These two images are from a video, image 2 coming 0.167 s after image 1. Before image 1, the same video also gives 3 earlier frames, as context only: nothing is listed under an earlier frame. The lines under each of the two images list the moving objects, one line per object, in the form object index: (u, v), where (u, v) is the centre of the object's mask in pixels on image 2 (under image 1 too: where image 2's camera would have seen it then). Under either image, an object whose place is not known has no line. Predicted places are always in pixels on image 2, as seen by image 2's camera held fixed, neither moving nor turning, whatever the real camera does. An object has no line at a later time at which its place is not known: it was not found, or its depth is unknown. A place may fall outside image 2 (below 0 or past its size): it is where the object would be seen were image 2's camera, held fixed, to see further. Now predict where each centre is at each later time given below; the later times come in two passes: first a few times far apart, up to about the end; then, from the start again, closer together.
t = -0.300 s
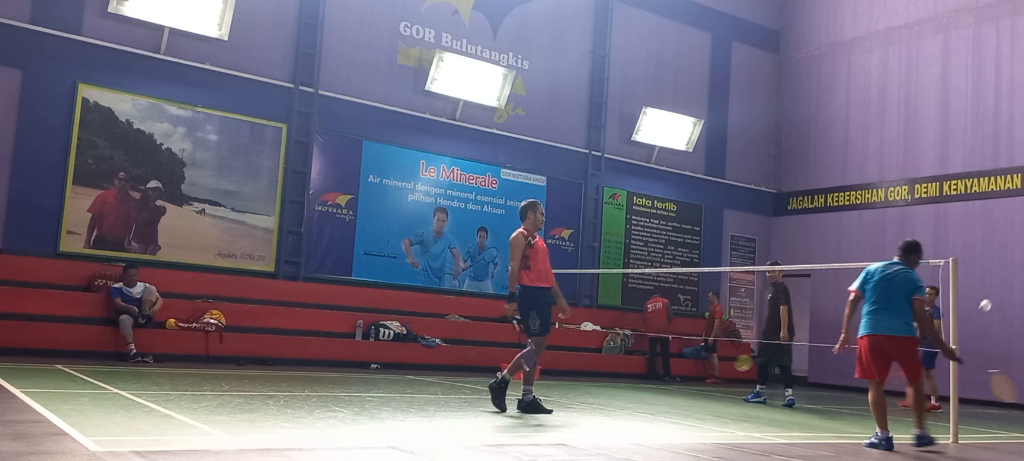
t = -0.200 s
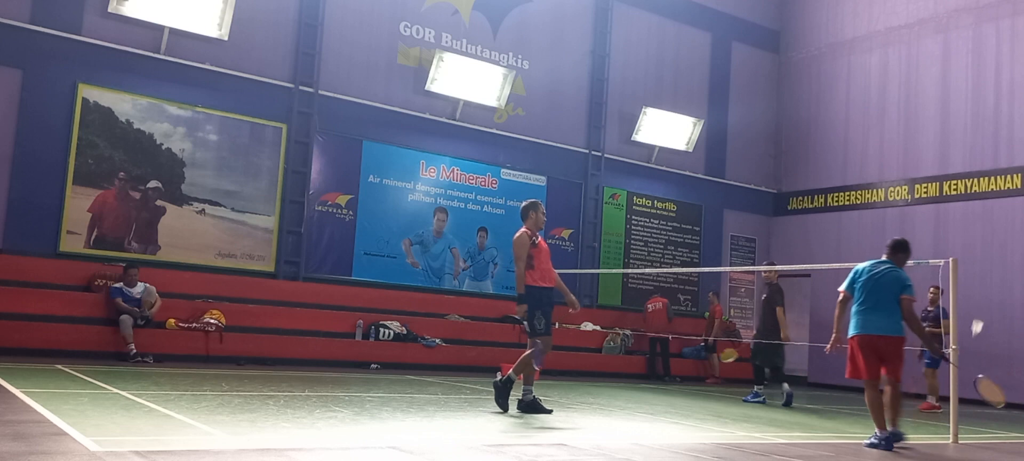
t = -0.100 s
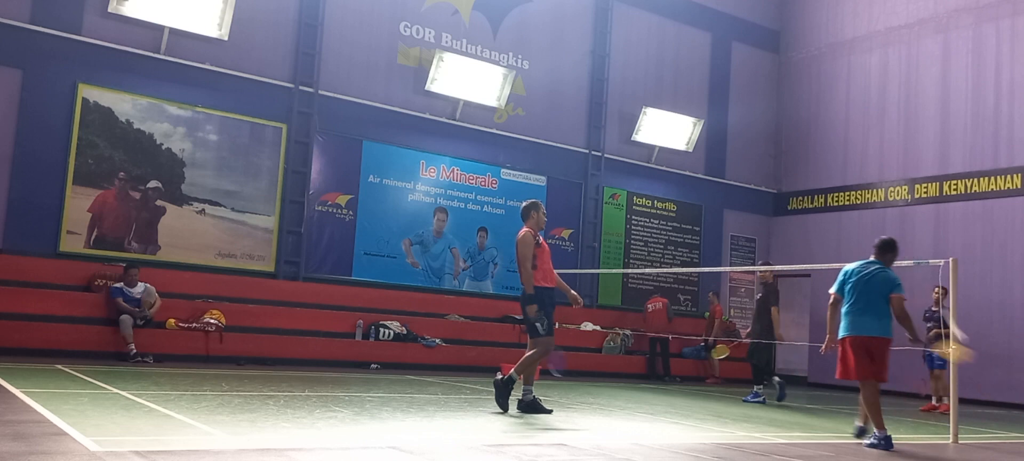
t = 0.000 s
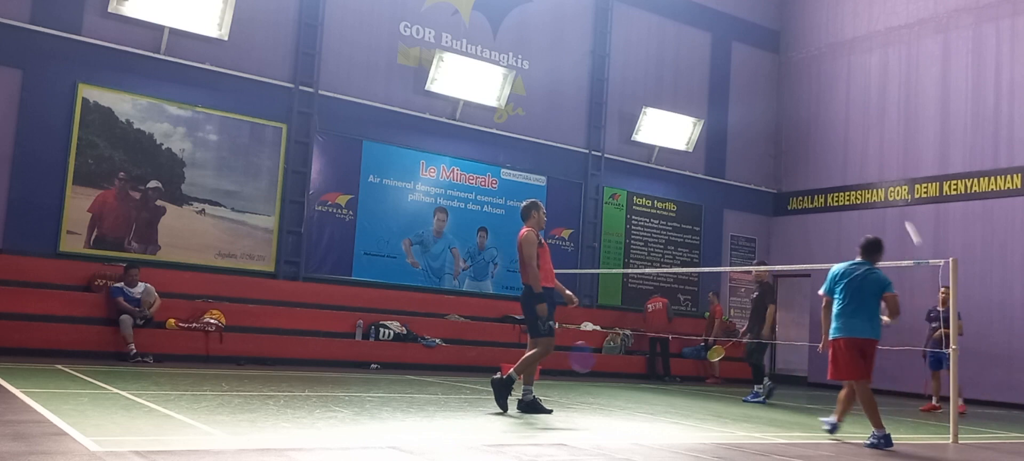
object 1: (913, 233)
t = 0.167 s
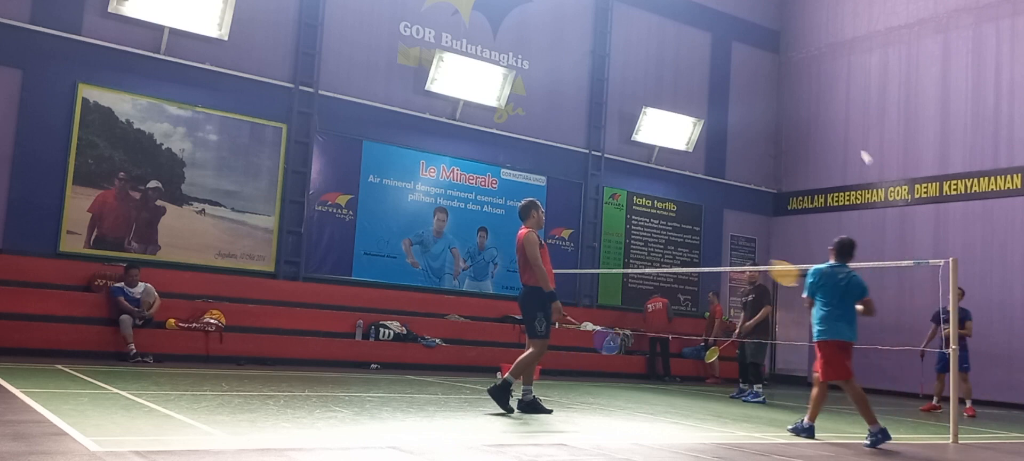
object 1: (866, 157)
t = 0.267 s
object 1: (846, 136)
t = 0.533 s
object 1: (807, 132)
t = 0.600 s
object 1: (799, 140)
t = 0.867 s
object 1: (772, 201)
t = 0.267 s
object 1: (846, 136)
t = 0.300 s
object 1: (841, 132)
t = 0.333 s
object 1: (835, 129)
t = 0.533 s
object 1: (807, 132)
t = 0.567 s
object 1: (803, 136)
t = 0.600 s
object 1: (799, 140)
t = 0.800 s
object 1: (778, 182)
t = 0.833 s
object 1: (775, 191)
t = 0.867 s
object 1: (772, 201)
